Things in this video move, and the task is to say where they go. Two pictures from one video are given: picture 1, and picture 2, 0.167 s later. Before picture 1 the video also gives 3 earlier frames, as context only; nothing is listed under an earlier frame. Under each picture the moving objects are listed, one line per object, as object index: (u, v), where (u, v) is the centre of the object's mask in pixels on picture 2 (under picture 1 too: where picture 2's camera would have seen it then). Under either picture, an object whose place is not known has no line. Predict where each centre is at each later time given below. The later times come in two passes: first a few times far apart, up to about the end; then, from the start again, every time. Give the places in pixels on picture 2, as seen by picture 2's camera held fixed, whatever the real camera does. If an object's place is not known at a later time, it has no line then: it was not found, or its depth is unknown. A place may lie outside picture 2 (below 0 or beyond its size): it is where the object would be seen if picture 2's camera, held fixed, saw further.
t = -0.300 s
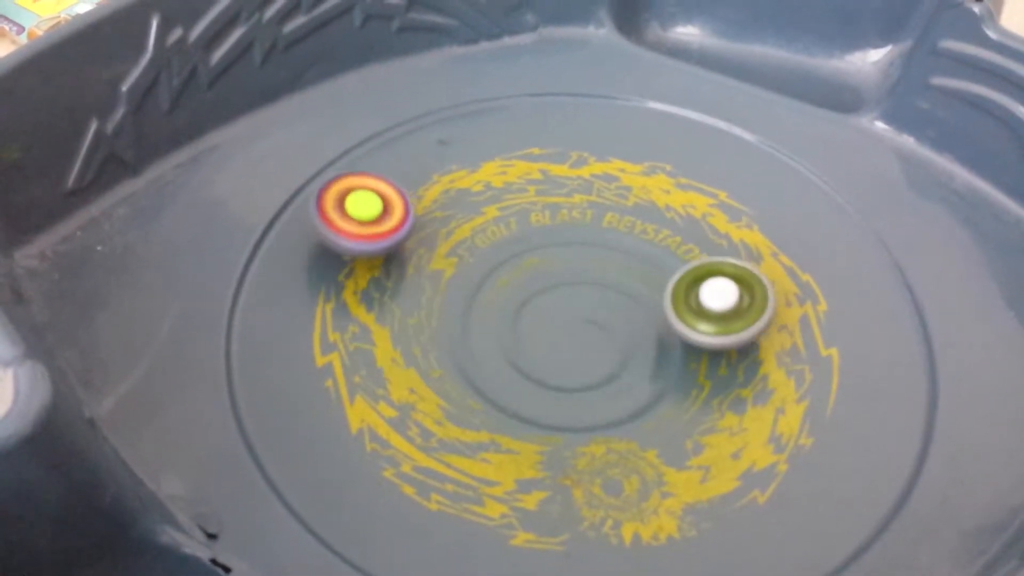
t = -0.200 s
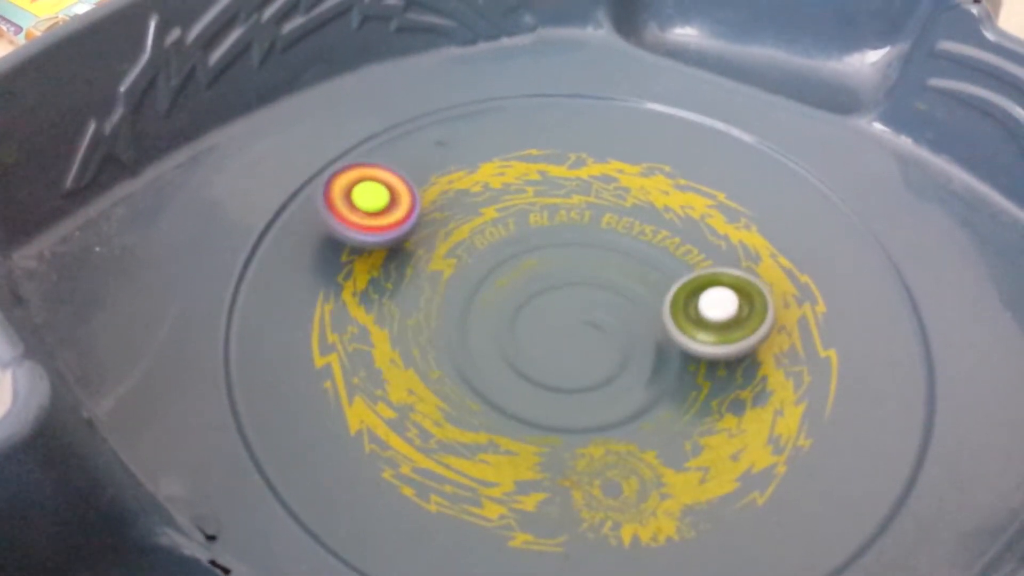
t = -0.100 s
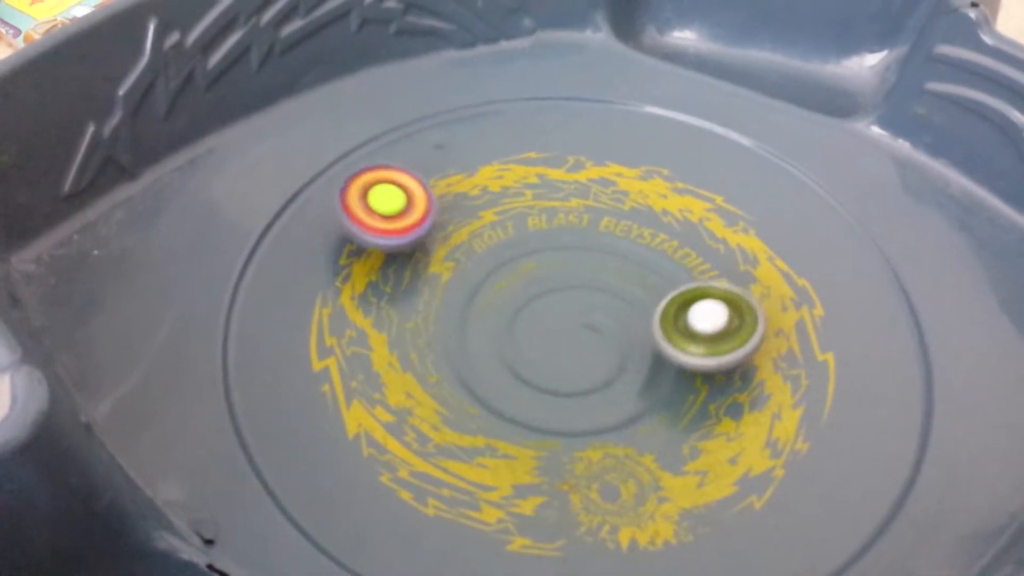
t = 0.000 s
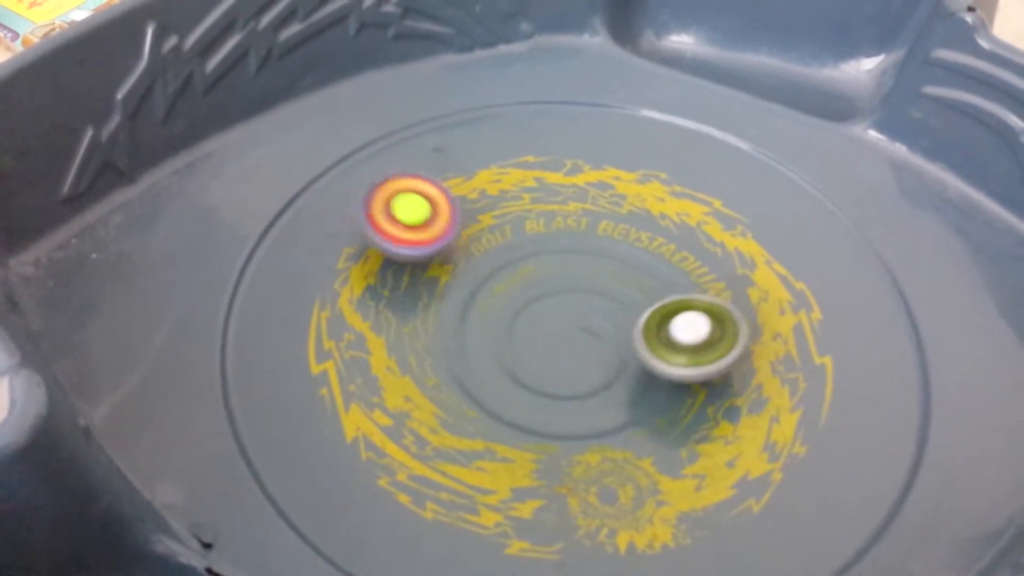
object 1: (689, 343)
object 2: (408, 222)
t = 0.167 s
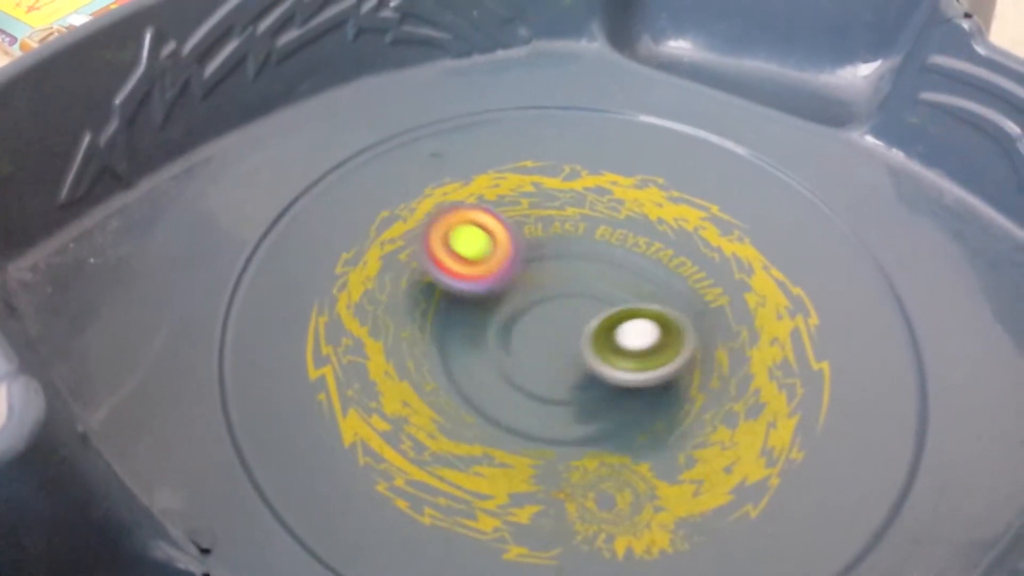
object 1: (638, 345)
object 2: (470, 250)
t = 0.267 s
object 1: (602, 351)
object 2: (515, 281)
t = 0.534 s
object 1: (774, 548)
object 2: (455, 107)
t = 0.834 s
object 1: (689, 503)
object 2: (499, 183)
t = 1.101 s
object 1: (558, 417)
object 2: (581, 310)
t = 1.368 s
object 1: (451, 336)
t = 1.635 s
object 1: (379, 241)
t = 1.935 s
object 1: (362, 162)
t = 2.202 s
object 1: (409, 162)
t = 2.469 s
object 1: (519, 232)
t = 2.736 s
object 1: (678, 327)
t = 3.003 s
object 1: (806, 378)
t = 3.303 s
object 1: (831, 427)
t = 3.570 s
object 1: (742, 422)
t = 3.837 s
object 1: (584, 360)
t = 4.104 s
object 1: (421, 297)
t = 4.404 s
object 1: (340, 241)
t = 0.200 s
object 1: (626, 348)
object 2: (484, 261)
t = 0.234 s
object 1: (613, 349)
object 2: (500, 271)
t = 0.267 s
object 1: (602, 351)
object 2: (515, 281)
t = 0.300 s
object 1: (635, 397)
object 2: (505, 253)
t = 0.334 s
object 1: (696, 482)
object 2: (486, 208)
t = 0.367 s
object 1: (734, 528)
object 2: (470, 168)
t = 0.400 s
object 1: (767, 551)
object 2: (456, 134)
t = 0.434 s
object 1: (769, 549)
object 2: (449, 111)
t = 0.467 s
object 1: (772, 553)
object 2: (447, 96)
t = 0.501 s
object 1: (773, 551)
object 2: (450, 97)
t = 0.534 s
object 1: (774, 548)
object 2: (455, 107)
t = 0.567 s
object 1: (772, 543)
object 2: (458, 114)
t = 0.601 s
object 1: (768, 537)
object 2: (461, 121)
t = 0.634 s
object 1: (762, 531)
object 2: (463, 126)
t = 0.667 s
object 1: (754, 525)
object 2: (466, 131)
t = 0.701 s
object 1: (744, 521)
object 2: (471, 138)
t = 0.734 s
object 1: (732, 517)
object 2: (476, 147)
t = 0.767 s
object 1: (719, 515)
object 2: (483, 157)
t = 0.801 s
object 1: (705, 511)
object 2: (491, 170)
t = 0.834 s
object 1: (689, 503)
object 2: (499, 183)
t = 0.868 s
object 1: (673, 497)
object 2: (507, 196)
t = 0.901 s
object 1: (655, 488)
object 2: (513, 212)
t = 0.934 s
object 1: (638, 479)
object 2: (520, 230)
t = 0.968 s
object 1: (622, 469)
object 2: (530, 244)
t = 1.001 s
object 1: (606, 457)
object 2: (541, 261)
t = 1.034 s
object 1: (589, 445)
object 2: (553, 278)
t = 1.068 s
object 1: (573, 432)
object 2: (567, 292)
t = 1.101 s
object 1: (558, 417)
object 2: (581, 310)
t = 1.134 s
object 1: (546, 405)
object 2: (596, 326)
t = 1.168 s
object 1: (530, 398)
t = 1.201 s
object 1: (519, 390)
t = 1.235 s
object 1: (507, 379)
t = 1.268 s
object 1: (489, 367)
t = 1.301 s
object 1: (471, 356)
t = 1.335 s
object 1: (457, 344)
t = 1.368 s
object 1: (451, 336)
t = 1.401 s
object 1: (443, 328)
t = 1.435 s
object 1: (435, 319)
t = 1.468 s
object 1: (427, 307)
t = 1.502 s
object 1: (418, 294)
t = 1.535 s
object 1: (407, 280)
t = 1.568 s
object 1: (396, 266)
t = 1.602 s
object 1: (387, 252)
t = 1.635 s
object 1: (379, 241)
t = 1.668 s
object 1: (373, 229)
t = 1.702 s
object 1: (367, 216)
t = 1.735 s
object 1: (363, 205)
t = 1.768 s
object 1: (361, 196)
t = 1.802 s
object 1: (359, 188)
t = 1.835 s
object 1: (359, 181)
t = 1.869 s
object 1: (359, 173)
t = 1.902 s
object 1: (360, 167)
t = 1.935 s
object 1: (362, 162)
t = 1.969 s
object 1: (365, 159)
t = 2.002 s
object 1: (369, 157)
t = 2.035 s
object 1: (373, 156)
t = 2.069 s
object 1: (379, 155)
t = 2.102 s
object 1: (385, 155)
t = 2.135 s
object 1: (392, 156)
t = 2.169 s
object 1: (399, 158)
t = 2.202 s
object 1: (409, 162)
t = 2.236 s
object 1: (419, 167)
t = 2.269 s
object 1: (430, 173)
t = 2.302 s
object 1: (441, 179)
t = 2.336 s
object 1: (454, 186)
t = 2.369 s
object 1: (470, 195)
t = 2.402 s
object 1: (485, 205)
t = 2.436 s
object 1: (503, 218)
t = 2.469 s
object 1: (519, 232)
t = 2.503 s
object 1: (538, 245)
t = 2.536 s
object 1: (556, 262)
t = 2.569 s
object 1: (573, 276)
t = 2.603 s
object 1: (592, 287)
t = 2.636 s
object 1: (614, 299)
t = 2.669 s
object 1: (635, 309)
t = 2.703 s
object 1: (657, 320)
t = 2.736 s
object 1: (678, 327)
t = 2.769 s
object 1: (695, 333)
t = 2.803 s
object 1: (715, 339)
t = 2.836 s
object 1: (735, 345)
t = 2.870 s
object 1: (753, 351)
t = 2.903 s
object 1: (769, 357)
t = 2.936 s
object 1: (783, 364)
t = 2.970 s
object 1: (795, 370)
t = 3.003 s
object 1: (806, 378)
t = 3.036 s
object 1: (816, 385)
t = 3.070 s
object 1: (824, 393)
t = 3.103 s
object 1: (830, 400)
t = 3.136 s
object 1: (835, 407)
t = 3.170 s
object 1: (837, 412)
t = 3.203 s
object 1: (838, 417)
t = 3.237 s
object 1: (838, 421)
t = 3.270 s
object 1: (835, 425)
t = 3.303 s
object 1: (831, 427)
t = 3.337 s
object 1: (825, 429)
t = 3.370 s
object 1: (818, 430)
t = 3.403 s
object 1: (810, 431)
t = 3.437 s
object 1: (799, 431)
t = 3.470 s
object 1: (787, 431)
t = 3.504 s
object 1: (774, 428)
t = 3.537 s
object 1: (758, 425)
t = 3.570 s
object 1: (742, 422)
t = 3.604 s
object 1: (723, 417)
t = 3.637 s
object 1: (705, 410)
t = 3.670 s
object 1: (686, 404)
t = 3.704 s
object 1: (668, 397)
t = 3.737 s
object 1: (646, 389)
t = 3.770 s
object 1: (625, 379)
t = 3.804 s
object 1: (605, 371)
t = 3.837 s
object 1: (584, 360)
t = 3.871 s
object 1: (562, 351)
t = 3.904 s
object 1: (535, 340)
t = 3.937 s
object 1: (509, 331)
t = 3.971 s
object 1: (488, 321)
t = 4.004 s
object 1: (466, 313)
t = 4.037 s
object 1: (450, 306)
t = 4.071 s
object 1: (435, 301)
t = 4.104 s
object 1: (421, 297)
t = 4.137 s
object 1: (405, 292)
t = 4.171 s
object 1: (390, 285)
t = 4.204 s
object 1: (379, 279)
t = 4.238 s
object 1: (369, 272)
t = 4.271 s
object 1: (361, 266)
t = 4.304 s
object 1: (353, 260)
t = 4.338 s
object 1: (347, 253)
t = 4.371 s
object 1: (342, 247)
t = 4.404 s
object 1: (340, 241)
